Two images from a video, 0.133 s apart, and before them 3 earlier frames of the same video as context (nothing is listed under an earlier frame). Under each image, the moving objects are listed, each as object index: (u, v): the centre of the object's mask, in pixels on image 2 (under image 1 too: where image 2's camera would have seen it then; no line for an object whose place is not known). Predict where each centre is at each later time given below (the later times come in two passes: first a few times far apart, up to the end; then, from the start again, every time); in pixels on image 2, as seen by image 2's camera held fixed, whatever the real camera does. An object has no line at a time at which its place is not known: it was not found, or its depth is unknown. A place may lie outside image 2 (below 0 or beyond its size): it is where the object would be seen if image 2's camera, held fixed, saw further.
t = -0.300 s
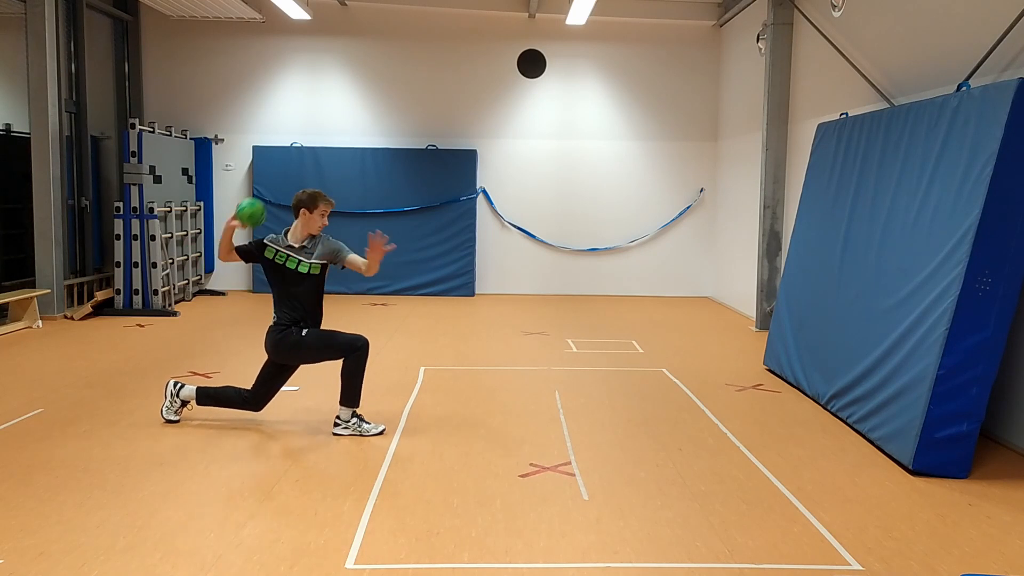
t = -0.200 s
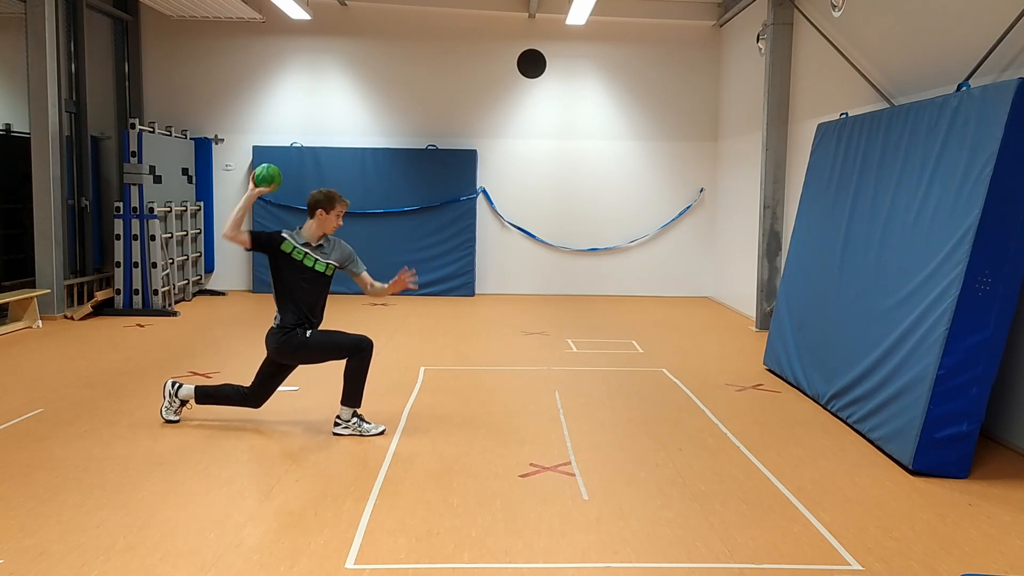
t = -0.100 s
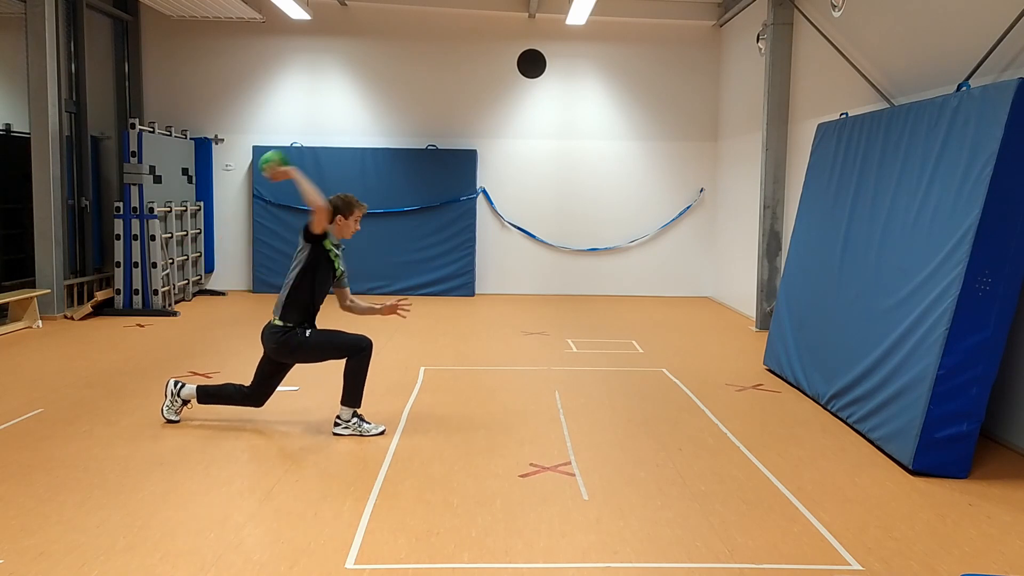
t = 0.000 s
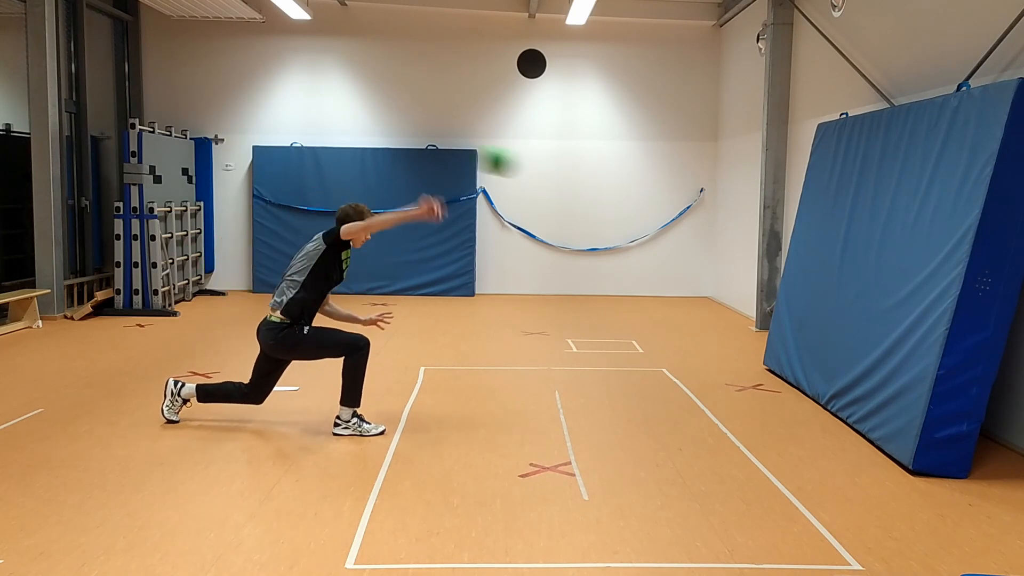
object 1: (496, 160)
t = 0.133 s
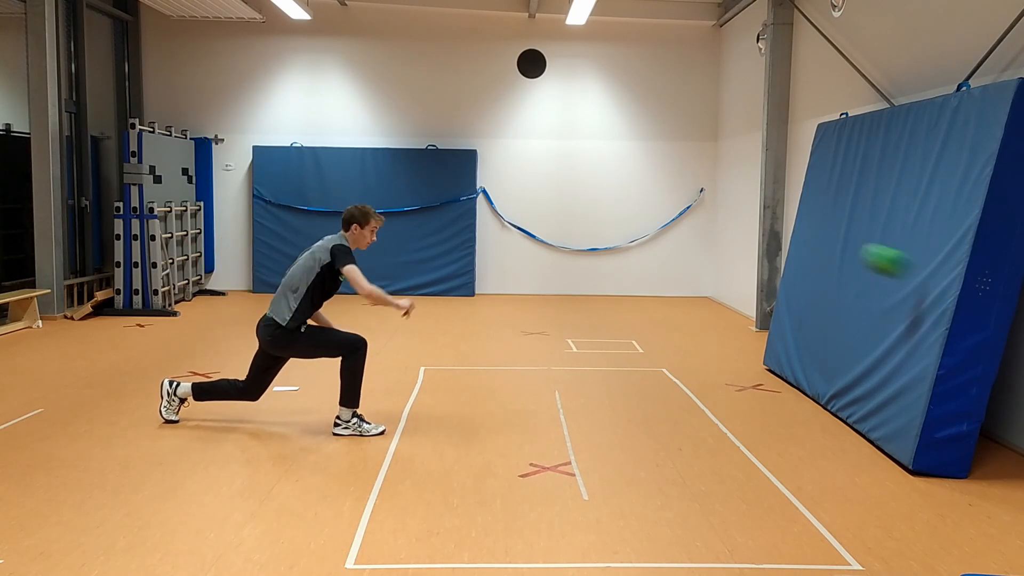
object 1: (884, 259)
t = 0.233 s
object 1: (875, 271)
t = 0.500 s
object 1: (705, 342)
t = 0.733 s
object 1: (585, 394)
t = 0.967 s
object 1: (505, 346)
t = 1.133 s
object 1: (447, 368)
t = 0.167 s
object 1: (919, 272)
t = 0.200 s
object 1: (897, 271)
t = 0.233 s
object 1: (875, 271)
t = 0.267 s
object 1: (853, 273)
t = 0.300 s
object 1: (832, 277)
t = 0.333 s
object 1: (811, 284)
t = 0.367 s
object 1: (789, 291)
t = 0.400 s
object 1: (768, 301)
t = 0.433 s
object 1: (747, 313)
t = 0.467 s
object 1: (726, 327)
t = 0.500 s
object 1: (705, 342)
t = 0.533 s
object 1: (685, 359)
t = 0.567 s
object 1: (664, 378)
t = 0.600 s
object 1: (644, 399)
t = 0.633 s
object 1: (624, 422)
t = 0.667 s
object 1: (609, 424)
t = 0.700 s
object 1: (597, 408)
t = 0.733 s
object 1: (585, 394)
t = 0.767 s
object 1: (574, 382)
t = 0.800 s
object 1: (562, 371)
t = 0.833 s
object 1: (550, 363)
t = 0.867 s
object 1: (539, 357)
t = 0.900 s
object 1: (528, 352)
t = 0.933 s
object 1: (516, 348)
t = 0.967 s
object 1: (505, 346)
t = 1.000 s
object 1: (493, 347)
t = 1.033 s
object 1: (481, 349)
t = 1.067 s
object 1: (469, 354)
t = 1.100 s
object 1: (458, 360)
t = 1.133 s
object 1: (447, 368)
